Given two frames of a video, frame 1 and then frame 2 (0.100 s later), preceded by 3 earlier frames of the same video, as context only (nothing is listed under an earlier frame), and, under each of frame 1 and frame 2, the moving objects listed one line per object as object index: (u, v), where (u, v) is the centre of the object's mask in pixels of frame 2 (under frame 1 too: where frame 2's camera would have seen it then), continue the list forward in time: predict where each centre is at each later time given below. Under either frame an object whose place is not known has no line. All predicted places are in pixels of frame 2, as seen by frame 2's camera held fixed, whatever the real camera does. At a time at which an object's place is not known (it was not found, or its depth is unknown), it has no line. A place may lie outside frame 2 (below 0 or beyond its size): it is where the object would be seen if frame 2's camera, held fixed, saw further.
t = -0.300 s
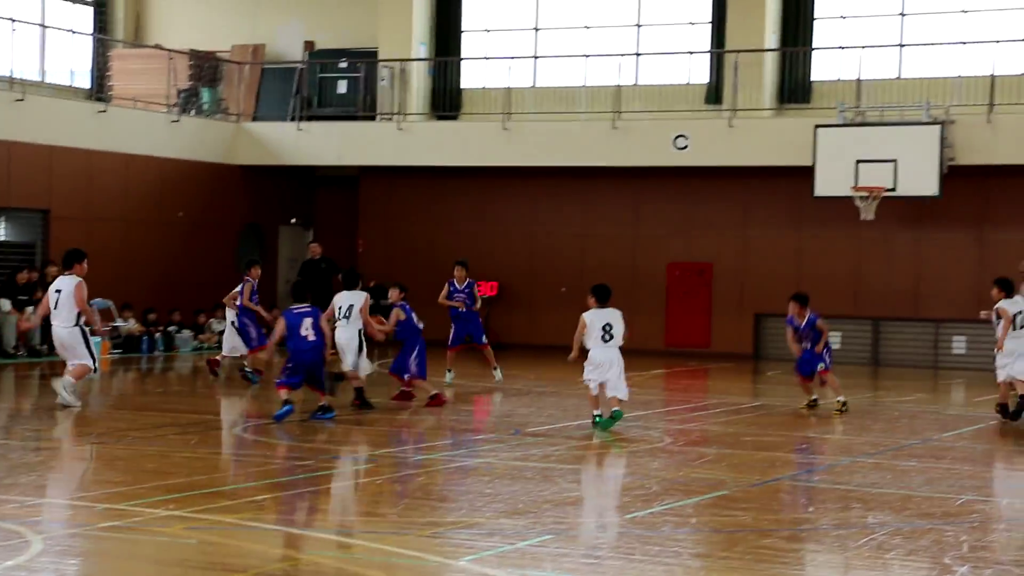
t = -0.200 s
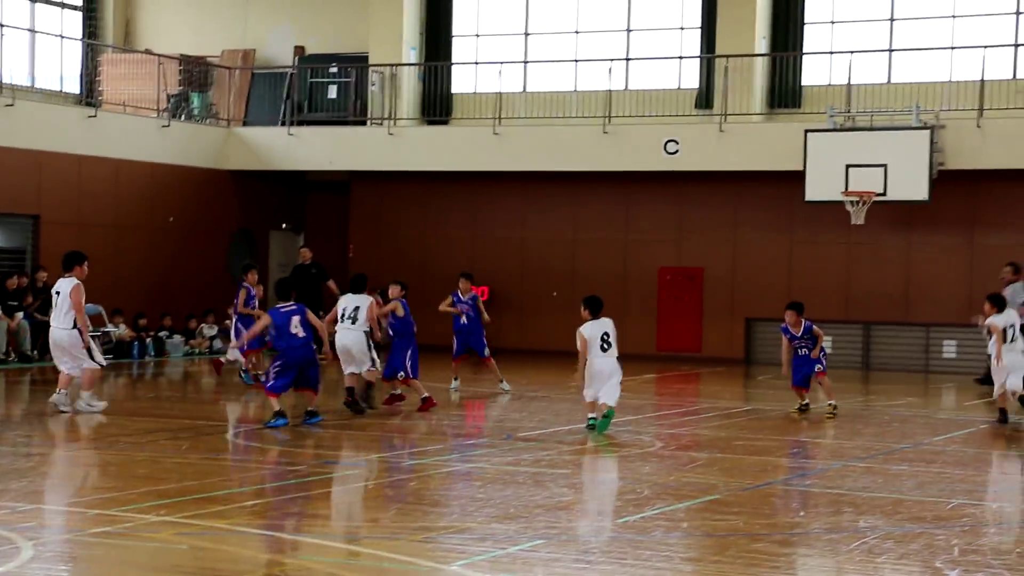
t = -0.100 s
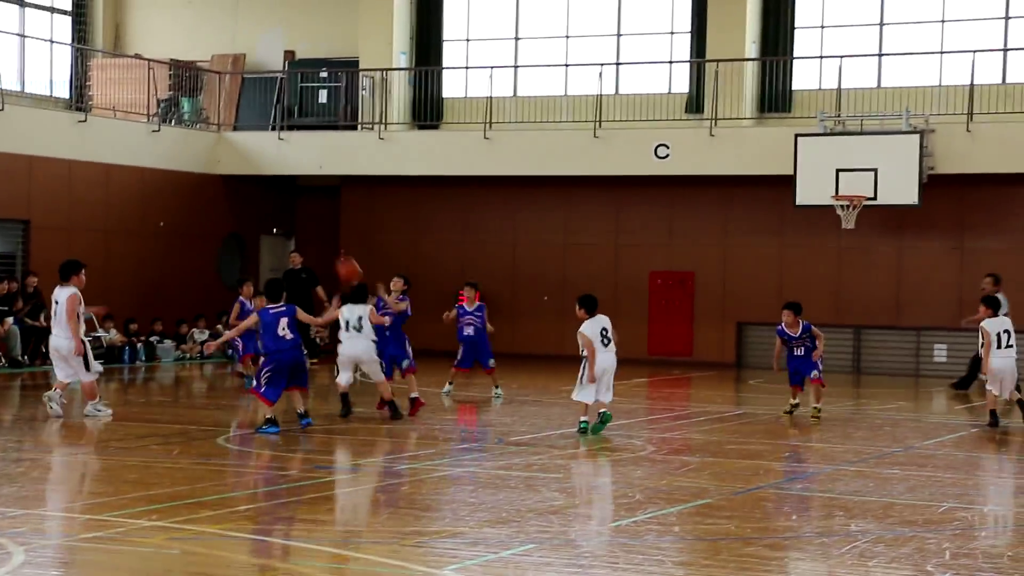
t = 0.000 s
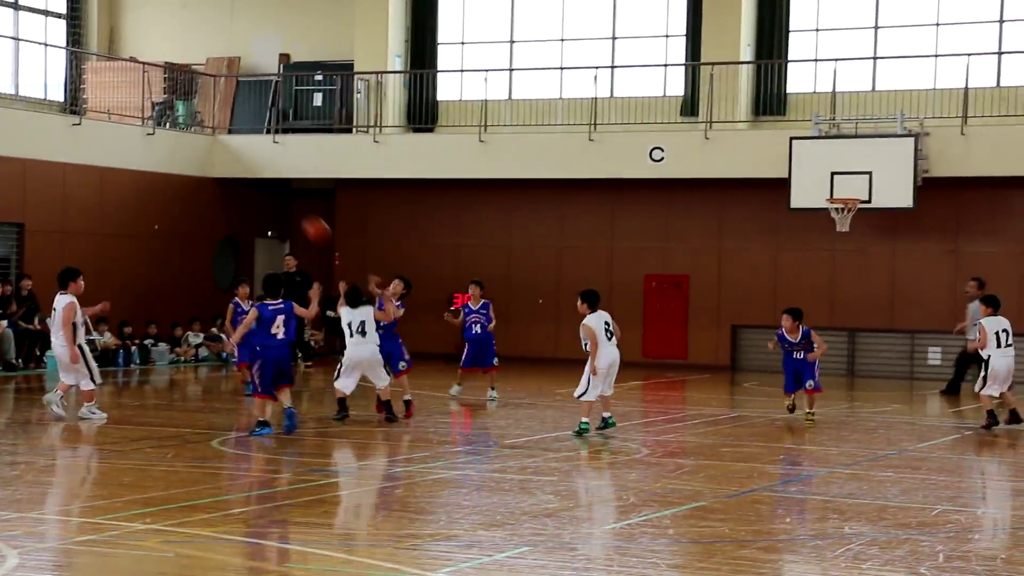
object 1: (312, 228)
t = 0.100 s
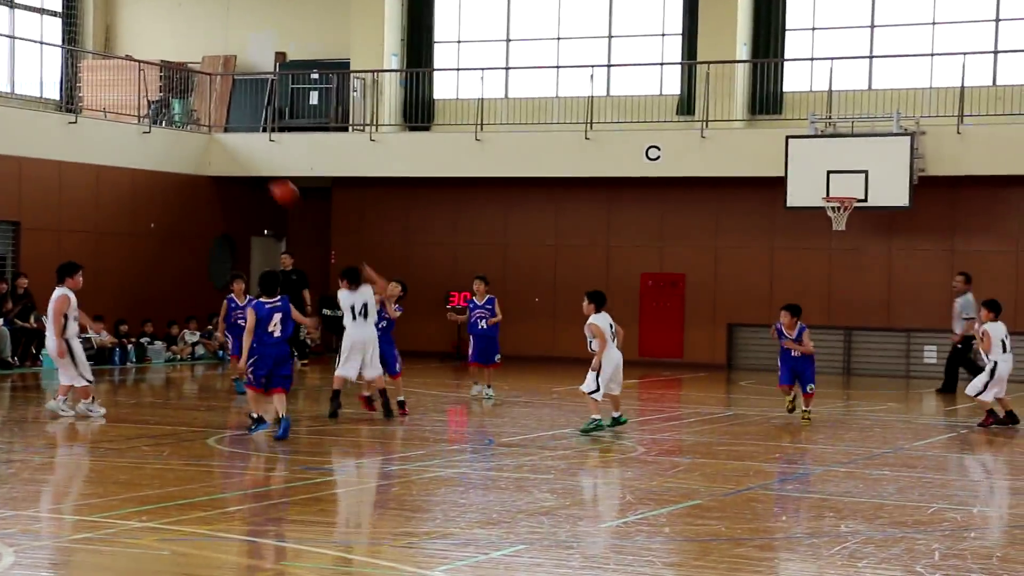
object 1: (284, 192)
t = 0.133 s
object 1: (275, 183)
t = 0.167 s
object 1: (264, 173)
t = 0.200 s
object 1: (252, 163)
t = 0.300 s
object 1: (218, 143)
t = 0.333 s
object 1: (207, 139)
